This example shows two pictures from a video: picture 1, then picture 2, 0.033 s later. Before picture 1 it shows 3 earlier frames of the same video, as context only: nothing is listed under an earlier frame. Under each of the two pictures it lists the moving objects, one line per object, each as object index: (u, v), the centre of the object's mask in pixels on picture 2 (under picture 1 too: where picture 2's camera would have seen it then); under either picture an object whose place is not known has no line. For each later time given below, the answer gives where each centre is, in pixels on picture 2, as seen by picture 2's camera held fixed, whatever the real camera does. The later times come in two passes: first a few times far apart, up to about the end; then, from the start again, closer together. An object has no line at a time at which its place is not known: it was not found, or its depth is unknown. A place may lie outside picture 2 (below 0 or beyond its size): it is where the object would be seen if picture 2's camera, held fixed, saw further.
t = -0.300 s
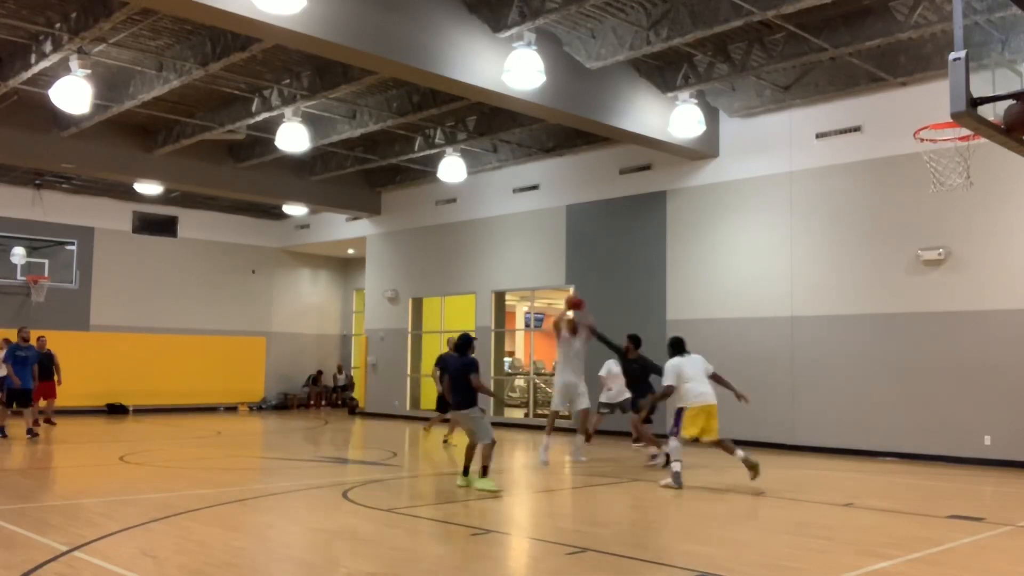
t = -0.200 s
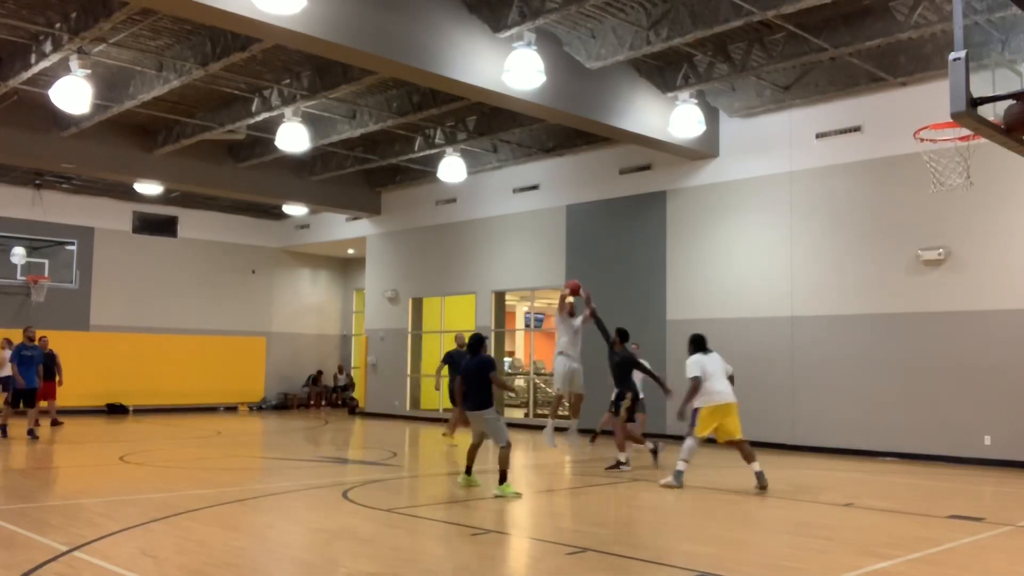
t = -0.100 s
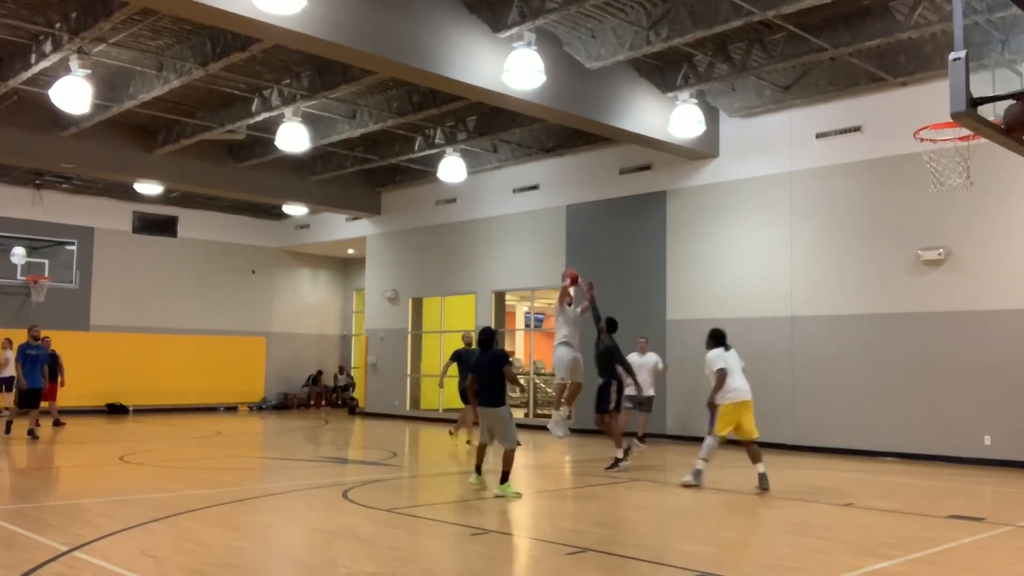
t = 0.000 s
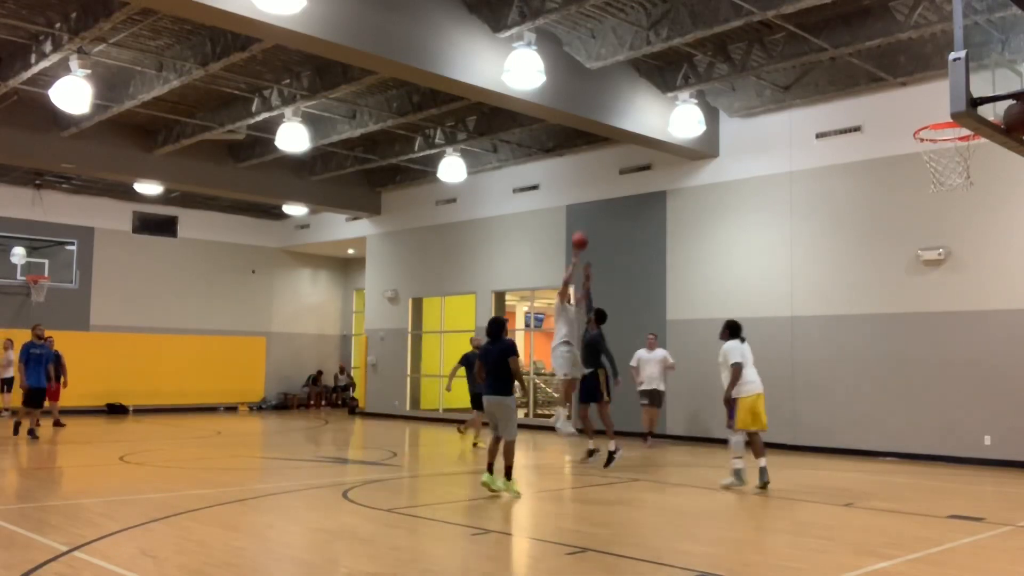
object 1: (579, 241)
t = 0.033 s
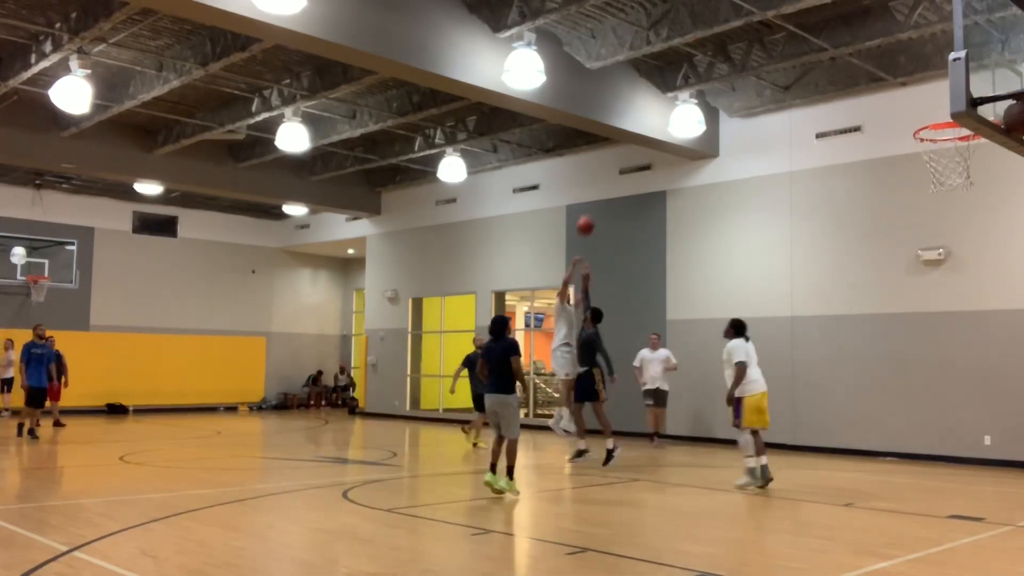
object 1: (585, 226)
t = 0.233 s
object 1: (625, 143)
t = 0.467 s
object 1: (682, 69)
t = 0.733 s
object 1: (765, 30)
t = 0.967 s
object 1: (859, 53)
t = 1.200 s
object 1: (965, 151)
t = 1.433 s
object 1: (942, 179)
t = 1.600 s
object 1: (922, 231)
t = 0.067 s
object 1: (591, 211)
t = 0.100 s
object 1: (598, 196)
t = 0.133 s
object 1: (605, 182)
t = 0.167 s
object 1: (612, 168)
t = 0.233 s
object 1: (625, 143)
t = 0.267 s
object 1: (633, 130)
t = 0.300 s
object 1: (641, 118)
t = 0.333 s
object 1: (649, 107)
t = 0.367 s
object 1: (657, 96)
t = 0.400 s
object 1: (665, 86)
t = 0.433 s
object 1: (675, 76)
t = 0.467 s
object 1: (682, 69)
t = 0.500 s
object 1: (691, 61)
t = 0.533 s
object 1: (700, 53)
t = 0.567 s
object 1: (712, 48)
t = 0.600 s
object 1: (721, 44)
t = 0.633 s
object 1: (731, 38)
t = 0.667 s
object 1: (742, 34)
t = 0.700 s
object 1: (754, 31)
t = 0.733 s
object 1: (765, 30)
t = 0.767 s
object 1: (776, 30)
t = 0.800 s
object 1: (789, 29)
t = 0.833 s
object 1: (802, 31)
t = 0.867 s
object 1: (816, 35)
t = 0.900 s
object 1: (830, 39)
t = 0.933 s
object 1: (844, 45)
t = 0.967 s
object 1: (859, 53)
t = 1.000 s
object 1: (875, 63)
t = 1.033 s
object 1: (892, 74)
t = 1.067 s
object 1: (909, 87)
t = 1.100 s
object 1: (927, 102)
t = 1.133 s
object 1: (943, 121)
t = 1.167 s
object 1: (956, 138)
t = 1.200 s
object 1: (965, 151)
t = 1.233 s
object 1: (966, 157)
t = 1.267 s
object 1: (963, 160)
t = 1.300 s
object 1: (959, 162)
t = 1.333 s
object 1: (954, 165)
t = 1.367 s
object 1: (950, 168)
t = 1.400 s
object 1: (946, 173)
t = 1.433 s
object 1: (942, 179)
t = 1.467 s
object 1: (938, 187)
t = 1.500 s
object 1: (934, 196)
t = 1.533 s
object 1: (930, 206)
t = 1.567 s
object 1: (926, 218)
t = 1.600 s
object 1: (922, 231)
